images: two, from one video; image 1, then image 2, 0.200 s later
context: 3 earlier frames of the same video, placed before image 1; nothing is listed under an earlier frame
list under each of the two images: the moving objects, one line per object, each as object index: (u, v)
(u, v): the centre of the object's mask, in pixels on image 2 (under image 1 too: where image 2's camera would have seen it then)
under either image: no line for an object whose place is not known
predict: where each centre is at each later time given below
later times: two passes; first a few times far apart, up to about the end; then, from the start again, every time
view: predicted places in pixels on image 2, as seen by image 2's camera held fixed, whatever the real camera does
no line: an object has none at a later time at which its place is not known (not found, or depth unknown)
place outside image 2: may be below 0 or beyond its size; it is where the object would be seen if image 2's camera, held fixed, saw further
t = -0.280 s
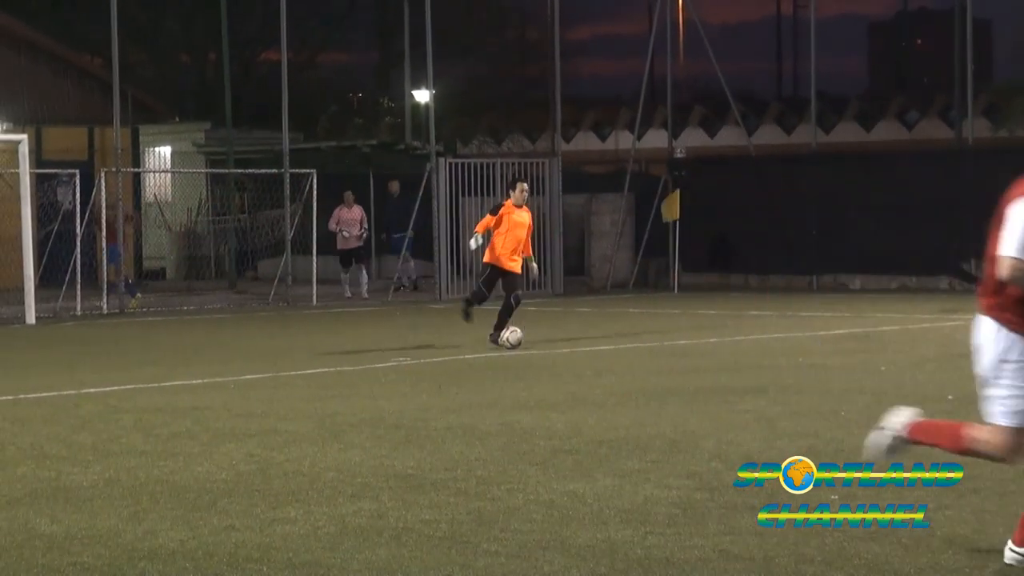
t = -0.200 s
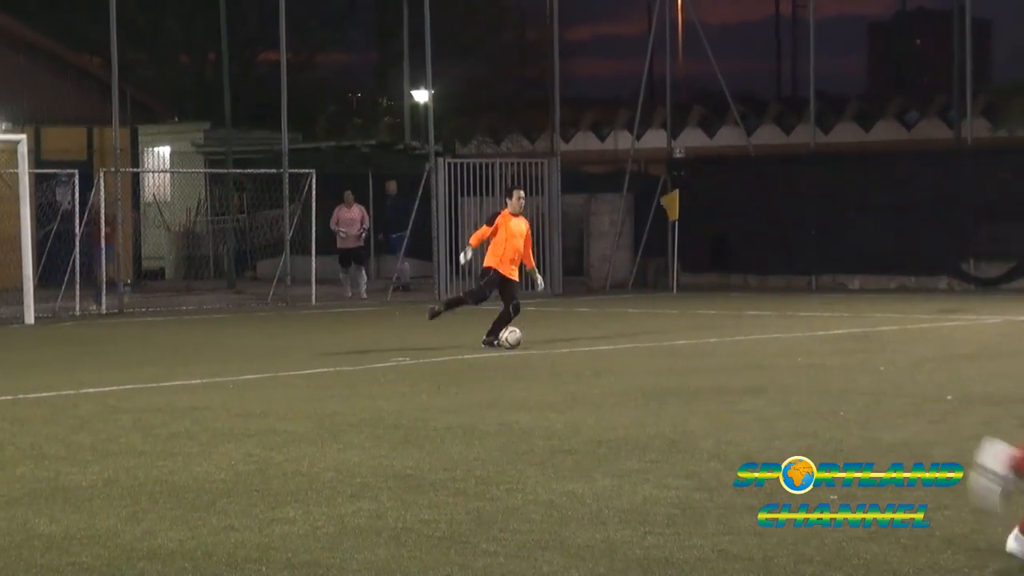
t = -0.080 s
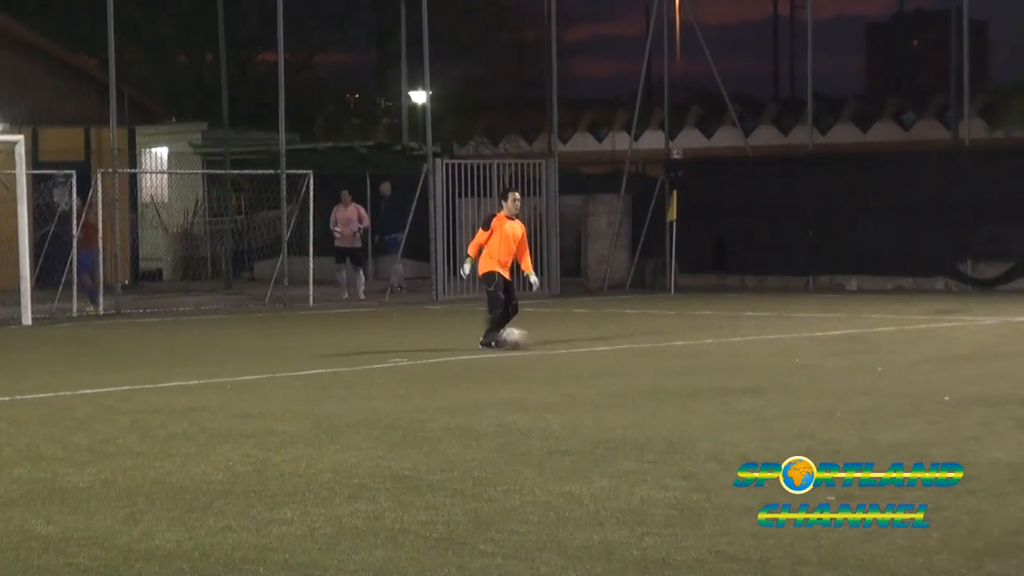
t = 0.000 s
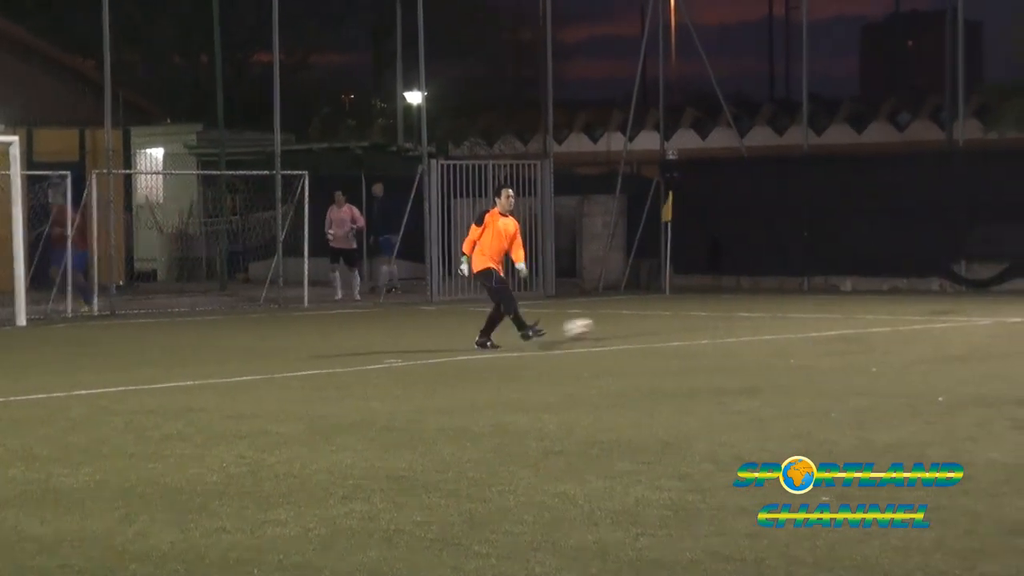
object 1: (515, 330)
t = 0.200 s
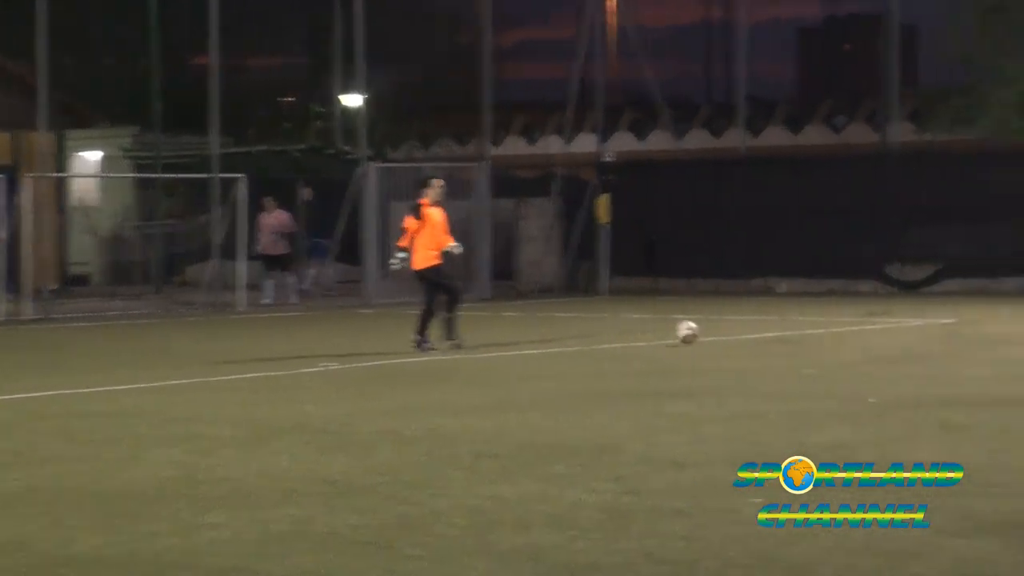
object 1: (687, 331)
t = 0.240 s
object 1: (716, 331)
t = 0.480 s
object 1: (873, 322)
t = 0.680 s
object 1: (984, 310)
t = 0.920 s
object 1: (1110, 318)
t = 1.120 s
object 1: (1213, 317)
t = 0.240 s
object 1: (716, 331)
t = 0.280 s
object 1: (744, 325)
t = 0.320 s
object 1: (770, 321)
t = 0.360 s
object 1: (796, 319)
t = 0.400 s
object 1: (822, 318)
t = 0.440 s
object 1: (846, 320)
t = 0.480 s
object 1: (873, 322)
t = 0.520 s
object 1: (897, 327)
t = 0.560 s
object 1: (919, 322)
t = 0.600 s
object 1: (942, 316)
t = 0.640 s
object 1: (962, 312)
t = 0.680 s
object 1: (984, 310)
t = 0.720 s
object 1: (1005, 309)
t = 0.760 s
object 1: (1026, 310)
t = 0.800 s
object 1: (1047, 312)
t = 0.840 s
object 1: (1069, 316)
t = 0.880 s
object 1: (1089, 322)
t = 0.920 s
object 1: (1110, 318)
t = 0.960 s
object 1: (1131, 315)
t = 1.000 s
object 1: (1151, 313)
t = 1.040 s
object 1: (1172, 313)
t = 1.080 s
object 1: (1193, 314)
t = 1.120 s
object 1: (1213, 317)
